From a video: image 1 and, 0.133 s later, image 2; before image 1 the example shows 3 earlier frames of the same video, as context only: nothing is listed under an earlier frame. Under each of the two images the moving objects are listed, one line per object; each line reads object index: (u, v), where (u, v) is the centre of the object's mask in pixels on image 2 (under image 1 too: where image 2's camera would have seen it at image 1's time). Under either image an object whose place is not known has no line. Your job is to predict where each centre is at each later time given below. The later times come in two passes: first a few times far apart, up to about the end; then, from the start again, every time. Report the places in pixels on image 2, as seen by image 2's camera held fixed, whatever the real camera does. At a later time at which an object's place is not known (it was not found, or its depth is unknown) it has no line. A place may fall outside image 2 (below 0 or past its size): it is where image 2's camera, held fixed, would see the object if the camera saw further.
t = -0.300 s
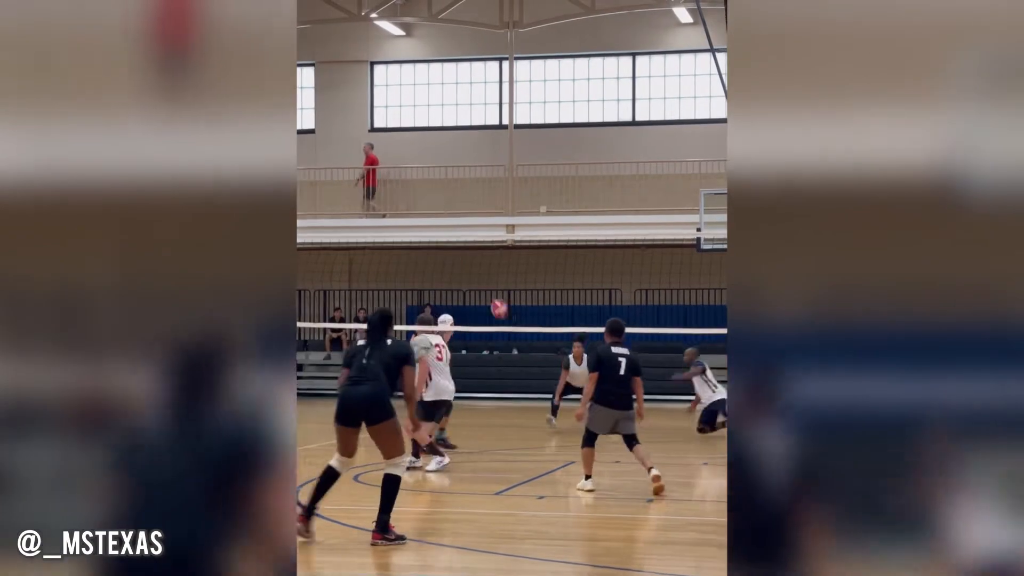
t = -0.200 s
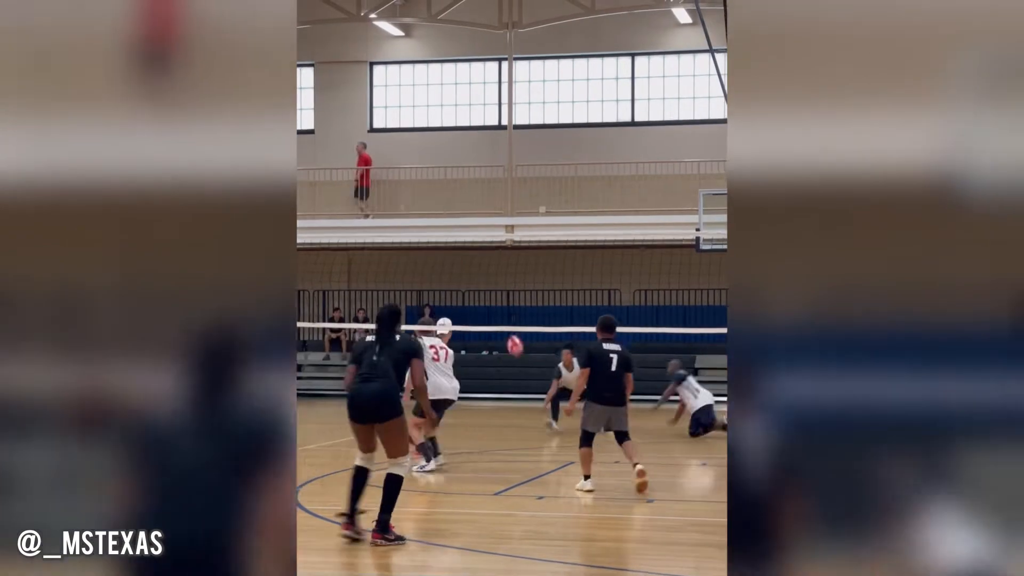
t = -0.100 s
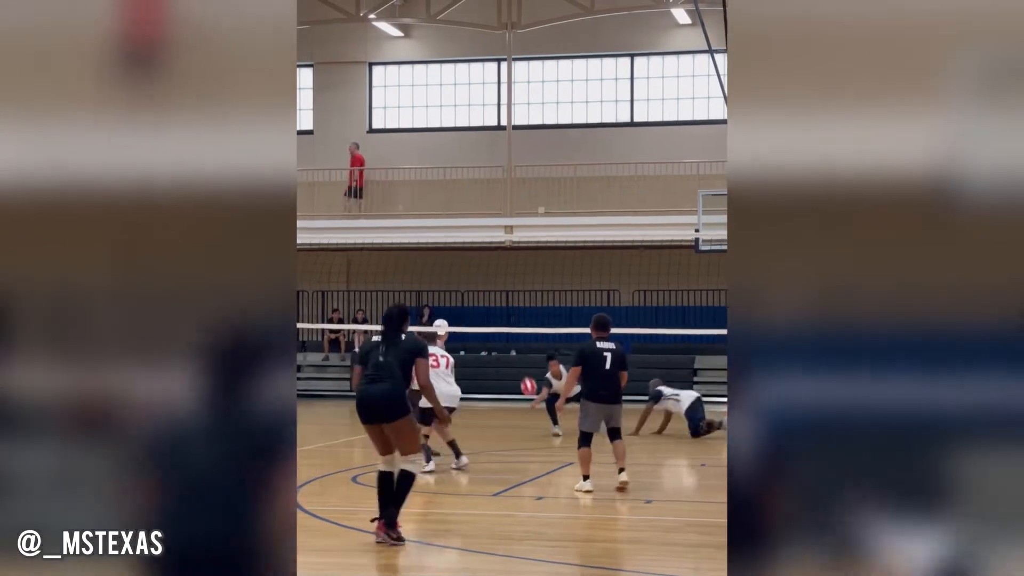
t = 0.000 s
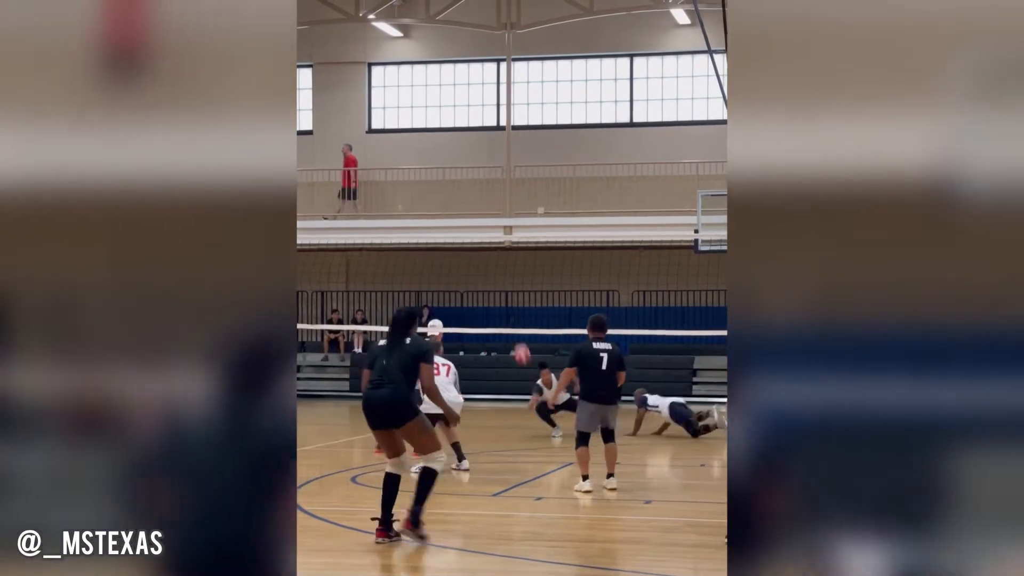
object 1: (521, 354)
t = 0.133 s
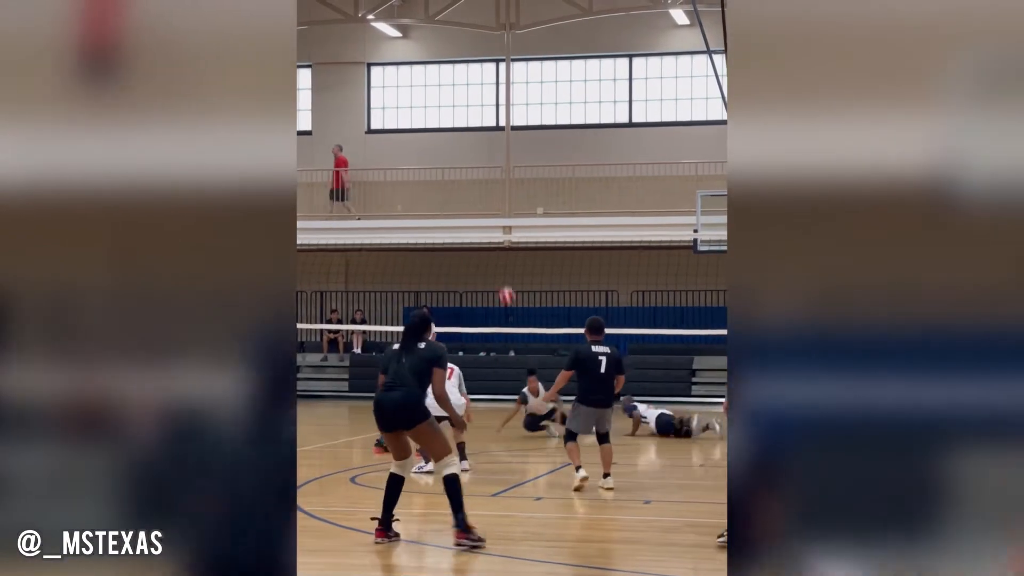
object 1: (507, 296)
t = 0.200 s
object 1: (500, 271)
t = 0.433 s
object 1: (478, 215)
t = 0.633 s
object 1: (458, 198)
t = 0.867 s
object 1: (437, 213)
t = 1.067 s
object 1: (419, 256)
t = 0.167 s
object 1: (504, 283)
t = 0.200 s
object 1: (500, 271)
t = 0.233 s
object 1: (497, 261)
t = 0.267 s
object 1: (494, 252)
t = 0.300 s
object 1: (490, 245)
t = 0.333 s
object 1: (487, 231)
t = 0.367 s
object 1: (484, 227)
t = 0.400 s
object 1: (480, 220)
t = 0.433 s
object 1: (478, 215)
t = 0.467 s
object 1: (474, 209)
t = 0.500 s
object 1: (471, 206)
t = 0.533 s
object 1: (468, 202)
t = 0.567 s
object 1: (465, 200)
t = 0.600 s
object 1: (461, 198)
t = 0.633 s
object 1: (458, 198)
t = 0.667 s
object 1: (455, 198)
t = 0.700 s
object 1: (452, 198)
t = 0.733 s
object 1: (449, 200)
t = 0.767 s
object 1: (446, 202)
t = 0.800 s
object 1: (443, 205)
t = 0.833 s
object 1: (440, 209)
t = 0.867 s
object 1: (437, 213)
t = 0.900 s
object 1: (434, 218)
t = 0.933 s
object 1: (431, 225)
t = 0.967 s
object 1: (428, 230)
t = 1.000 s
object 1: (425, 240)
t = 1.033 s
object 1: (422, 248)
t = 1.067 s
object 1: (419, 256)
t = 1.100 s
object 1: (416, 266)
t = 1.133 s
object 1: (413, 275)
